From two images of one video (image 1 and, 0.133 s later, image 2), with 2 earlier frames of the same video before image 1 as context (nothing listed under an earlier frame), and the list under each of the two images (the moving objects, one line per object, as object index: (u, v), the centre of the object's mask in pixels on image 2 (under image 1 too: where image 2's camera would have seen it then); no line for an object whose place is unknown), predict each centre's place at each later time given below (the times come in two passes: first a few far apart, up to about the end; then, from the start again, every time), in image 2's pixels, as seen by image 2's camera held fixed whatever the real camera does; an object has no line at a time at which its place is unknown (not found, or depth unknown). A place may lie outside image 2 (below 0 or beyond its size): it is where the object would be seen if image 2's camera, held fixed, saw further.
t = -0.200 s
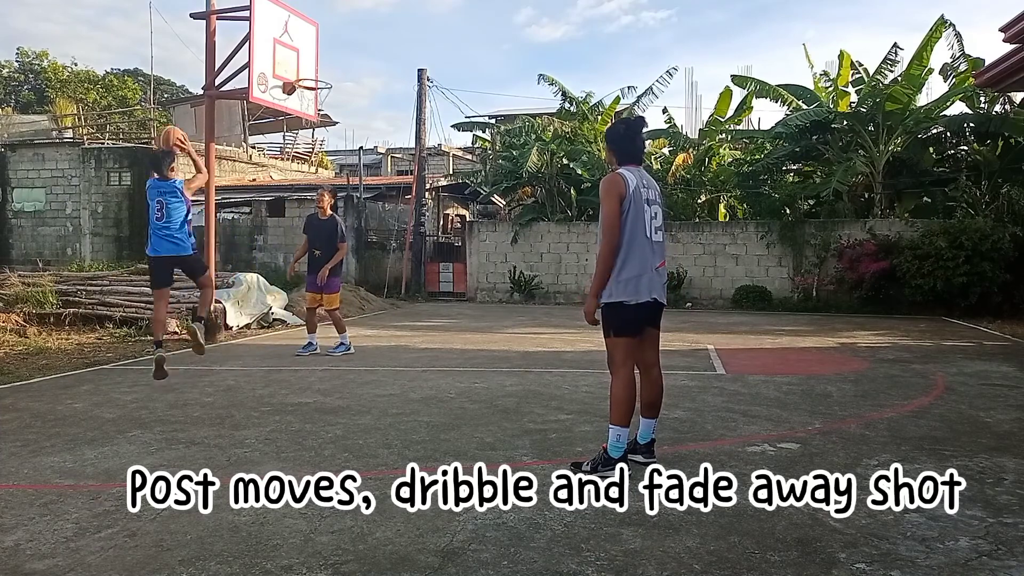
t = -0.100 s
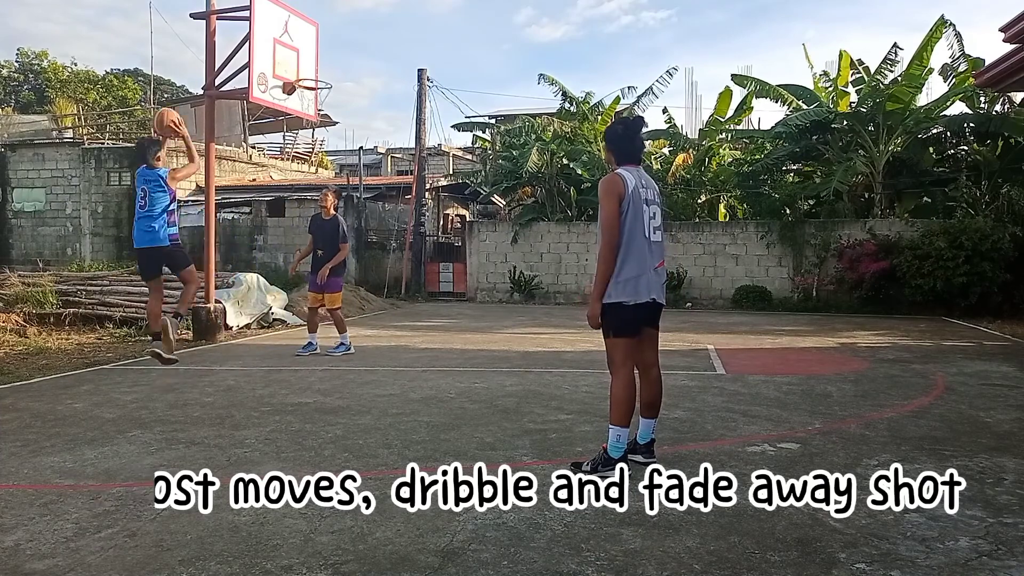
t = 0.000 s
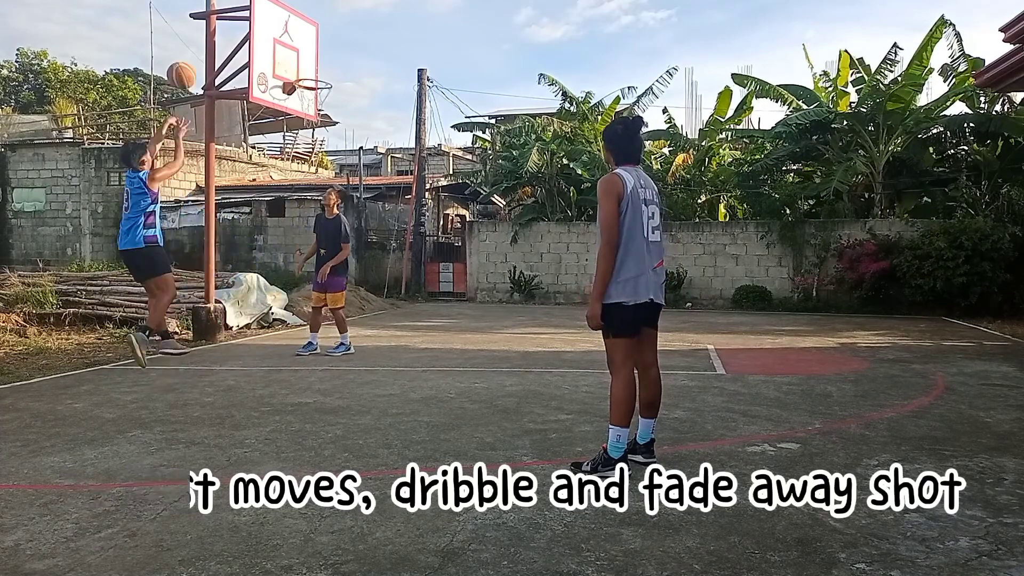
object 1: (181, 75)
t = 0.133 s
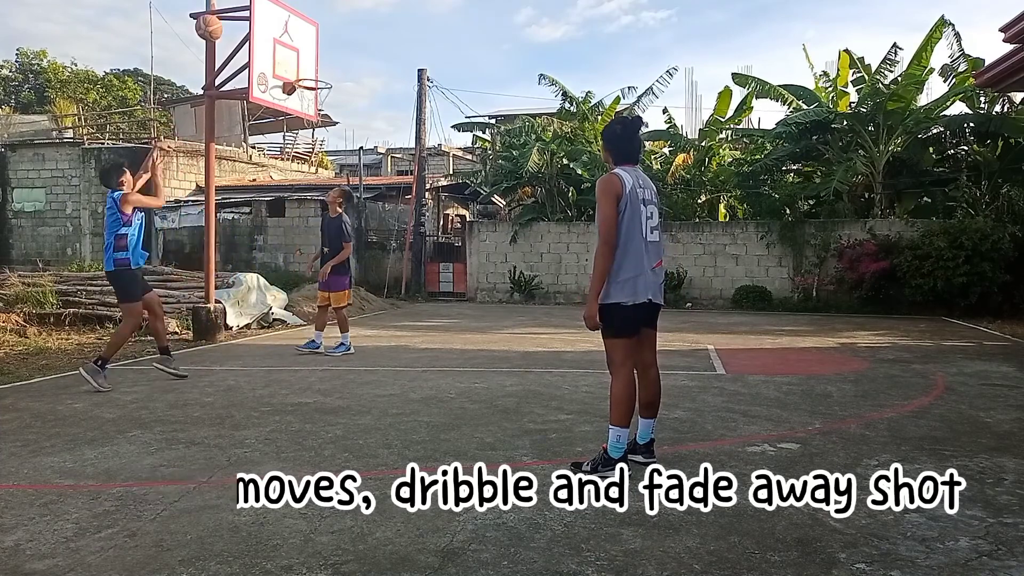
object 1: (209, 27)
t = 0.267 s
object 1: (235, 7)
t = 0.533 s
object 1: (279, 9)
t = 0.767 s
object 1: (311, 64)
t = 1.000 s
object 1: (301, 106)
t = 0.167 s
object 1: (216, 19)
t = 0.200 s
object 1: (222, 12)
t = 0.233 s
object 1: (228, 8)
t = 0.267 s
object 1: (235, 7)
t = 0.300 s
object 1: (240, 4)
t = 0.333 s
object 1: (246, 4)
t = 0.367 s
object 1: (252, 4)
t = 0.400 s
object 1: (258, 4)
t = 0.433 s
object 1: (263, 4)
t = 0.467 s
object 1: (269, 5)
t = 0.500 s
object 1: (274, 7)
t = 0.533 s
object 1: (279, 9)
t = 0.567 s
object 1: (283, 14)
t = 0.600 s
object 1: (288, 21)
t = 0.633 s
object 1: (293, 28)
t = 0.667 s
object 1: (298, 36)
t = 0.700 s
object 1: (302, 44)
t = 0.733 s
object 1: (306, 54)
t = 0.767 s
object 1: (311, 64)
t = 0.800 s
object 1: (316, 75)
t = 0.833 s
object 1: (319, 86)
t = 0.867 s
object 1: (314, 92)
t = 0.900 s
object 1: (309, 98)
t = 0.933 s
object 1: (305, 103)
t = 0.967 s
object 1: (303, 104)
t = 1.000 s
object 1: (301, 106)
